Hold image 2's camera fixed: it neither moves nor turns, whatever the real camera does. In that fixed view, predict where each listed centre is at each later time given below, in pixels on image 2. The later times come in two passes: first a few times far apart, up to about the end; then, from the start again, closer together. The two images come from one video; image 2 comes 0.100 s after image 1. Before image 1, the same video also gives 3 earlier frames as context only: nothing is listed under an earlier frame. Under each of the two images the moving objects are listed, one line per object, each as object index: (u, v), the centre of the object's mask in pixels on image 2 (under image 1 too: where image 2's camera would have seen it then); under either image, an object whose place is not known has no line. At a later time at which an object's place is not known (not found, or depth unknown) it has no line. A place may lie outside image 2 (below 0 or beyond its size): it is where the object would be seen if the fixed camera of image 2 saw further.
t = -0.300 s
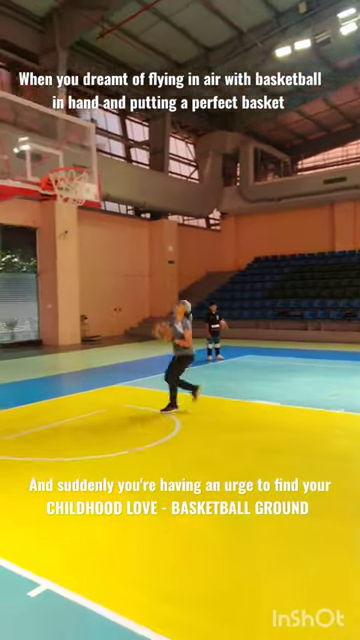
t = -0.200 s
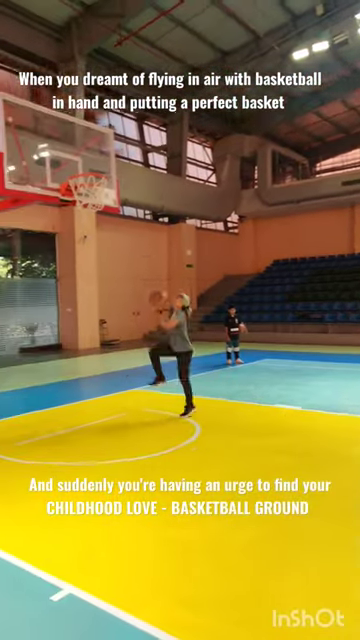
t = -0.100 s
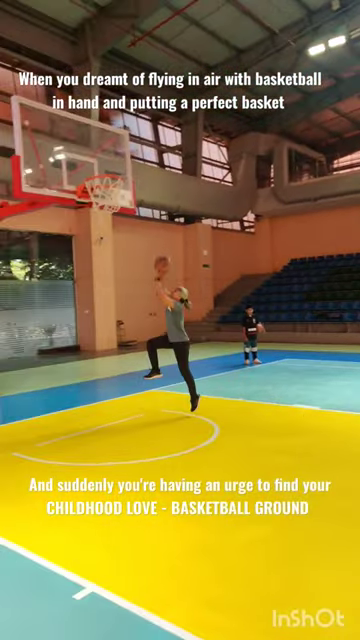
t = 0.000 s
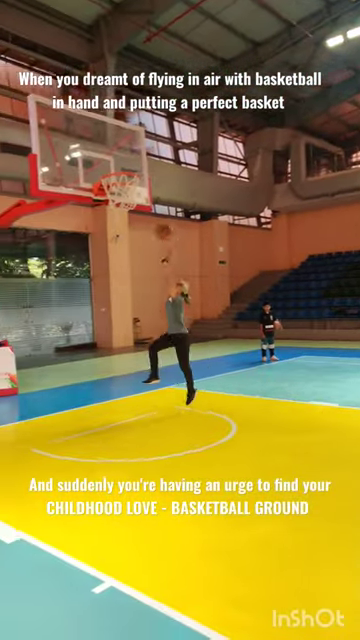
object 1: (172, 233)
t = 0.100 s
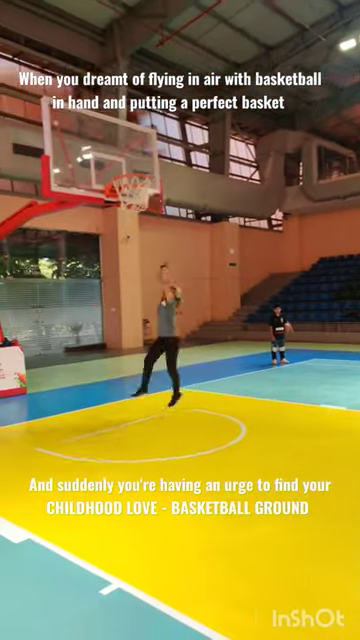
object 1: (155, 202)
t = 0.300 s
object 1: (138, 167)
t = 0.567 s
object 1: (139, 167)
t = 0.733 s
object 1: (124, 188)
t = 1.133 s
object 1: (140, 247)
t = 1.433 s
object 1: (153, 360)
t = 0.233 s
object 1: (136, 168)
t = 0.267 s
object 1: (137, 168)
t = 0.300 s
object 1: (138, 167)
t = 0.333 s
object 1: (139, 166)
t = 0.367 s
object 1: (140, 165)
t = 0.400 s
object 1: (140, 165)
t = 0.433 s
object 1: (141, 165)
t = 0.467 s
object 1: (142, 166)
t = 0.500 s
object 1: (143, 167)
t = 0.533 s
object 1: (142, 166)
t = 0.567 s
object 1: (139, 167)
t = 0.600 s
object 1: (133, 167)
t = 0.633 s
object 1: (130, 169)
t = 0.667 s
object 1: (128, 178)
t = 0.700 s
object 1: (127, 182)
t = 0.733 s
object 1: (124, 188)
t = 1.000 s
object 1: (134, 216)
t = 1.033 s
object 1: (136, 225)
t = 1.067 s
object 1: (137, 232)
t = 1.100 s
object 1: (138, 239)
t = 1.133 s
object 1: (140, 247)
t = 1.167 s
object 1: (140, 252)
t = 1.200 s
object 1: (143, 262)
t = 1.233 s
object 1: (144, 272)
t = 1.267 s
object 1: (146, 284)
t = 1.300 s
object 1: (147, 295)
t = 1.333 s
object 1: (148, 309)
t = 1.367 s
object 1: (152, 328)
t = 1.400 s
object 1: (151, 334)
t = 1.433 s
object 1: (153, 360)
